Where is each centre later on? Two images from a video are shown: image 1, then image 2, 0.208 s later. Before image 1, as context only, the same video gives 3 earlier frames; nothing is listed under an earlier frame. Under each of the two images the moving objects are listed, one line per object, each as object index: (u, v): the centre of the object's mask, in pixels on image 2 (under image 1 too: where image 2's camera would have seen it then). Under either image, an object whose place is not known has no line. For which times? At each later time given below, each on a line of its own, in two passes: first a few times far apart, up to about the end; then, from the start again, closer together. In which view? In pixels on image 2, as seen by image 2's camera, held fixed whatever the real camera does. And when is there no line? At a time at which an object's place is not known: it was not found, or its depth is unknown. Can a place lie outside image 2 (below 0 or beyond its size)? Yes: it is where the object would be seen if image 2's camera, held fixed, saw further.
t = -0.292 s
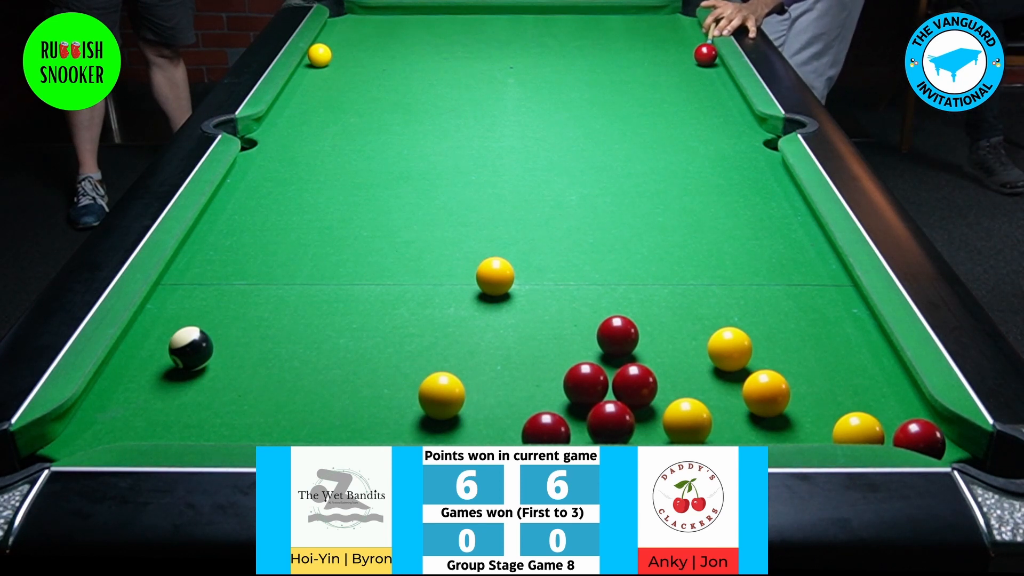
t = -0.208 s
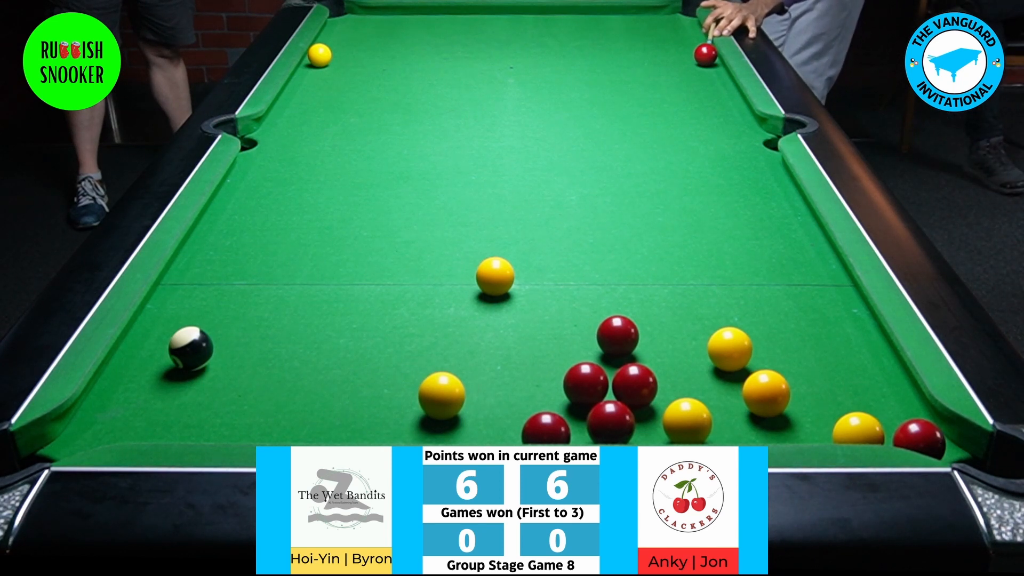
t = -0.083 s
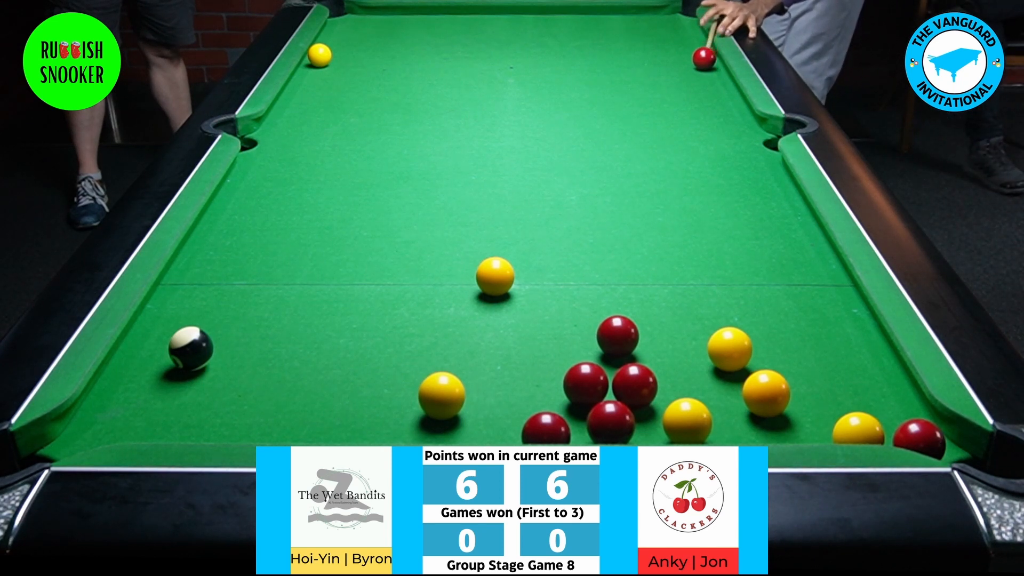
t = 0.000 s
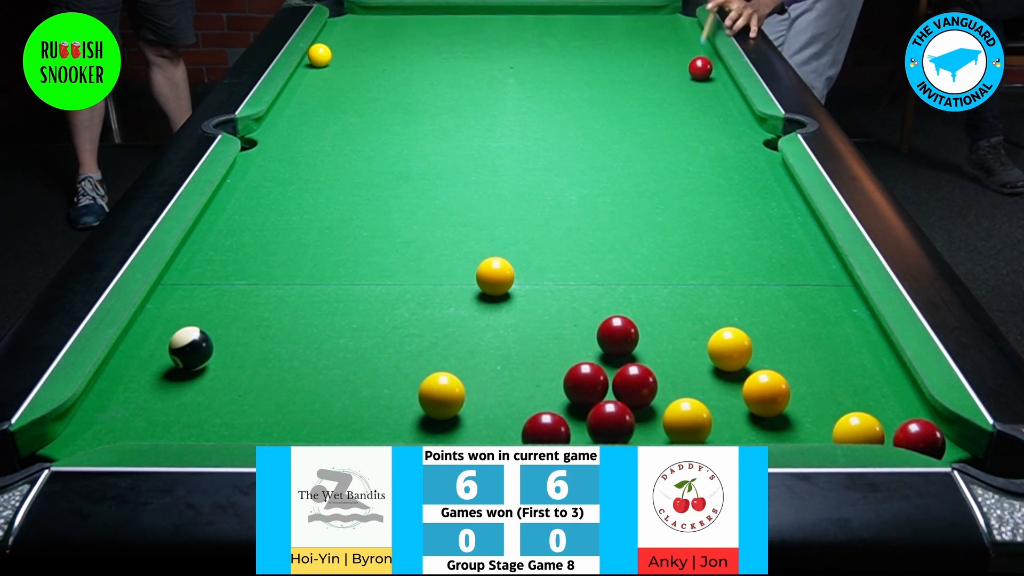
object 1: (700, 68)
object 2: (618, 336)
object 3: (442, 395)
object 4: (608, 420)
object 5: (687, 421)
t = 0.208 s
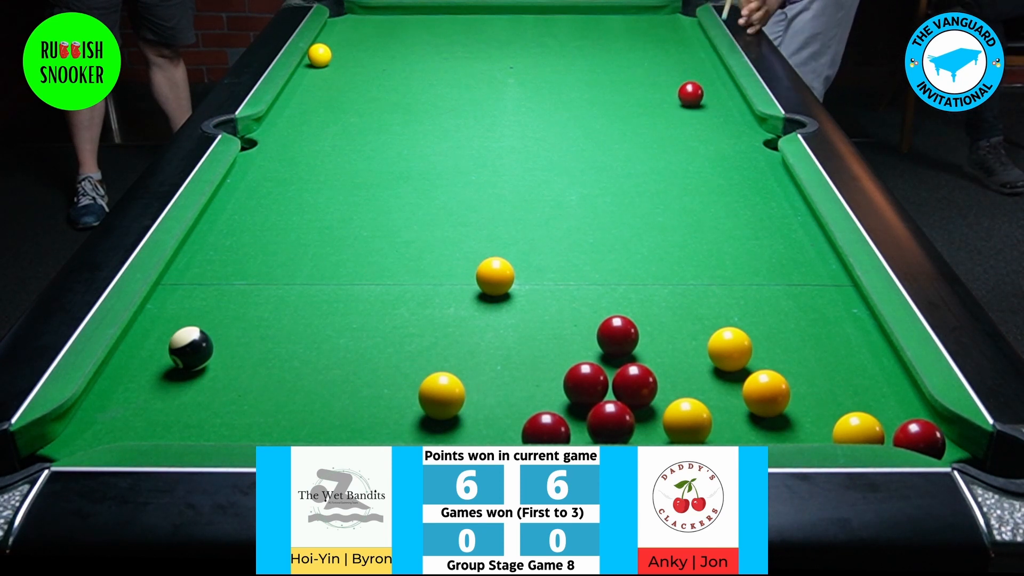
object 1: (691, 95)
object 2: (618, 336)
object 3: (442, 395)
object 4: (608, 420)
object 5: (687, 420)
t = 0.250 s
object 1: (689, 100)
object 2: (618, 336)
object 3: (442, 395)
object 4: (608, 420)
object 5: (687, 420)
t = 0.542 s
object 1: (673, 141)
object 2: (618, 336)
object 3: (442, 395)
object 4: (608, 420)
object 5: (687, 420)
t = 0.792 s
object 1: (658, 180)
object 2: (618, 336)
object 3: (442, 395)
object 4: (608, 420)
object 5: (687, 421)
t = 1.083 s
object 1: (636, 237)
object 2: (618, 336)
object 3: (442, 395)
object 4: (608, 420)
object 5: (687, 421)
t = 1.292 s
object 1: (618, 280)
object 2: (618, 336)
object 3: (442, 395)
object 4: (609, 420)
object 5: (687, 421)
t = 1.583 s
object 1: (572, 326)
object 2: (633, 356)
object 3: (442, 395)
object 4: (609, 420)
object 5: (687, 421)
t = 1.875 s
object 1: (517, 351)
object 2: (653, 370)
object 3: (442, 395)
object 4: (600, 428)
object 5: (695, 423)
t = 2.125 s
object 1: (471, 371)
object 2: (667, 378)
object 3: (441, 396)
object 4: (594, 428)
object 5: (707, 426)
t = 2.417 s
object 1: (448, 374)
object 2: (675, 384)
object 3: (416, 415)
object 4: (593, 426)
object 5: (712, 426)
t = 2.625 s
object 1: (437, 376)
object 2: (678, 385)
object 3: (400, 425)
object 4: (593, 426)
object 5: (711, 426)
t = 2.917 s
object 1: (430, 376)
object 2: (677, 385)
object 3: (387, 428)
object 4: (593, 426)
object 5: (711, 426)
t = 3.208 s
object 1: (430, 376)
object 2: (676, 385)
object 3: (385, 425)
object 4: (593, 426)
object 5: (711, 426)
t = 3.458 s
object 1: (430, 376)
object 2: (676, 385)
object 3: (388, 424)
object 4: (593, 426)
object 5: (711, 426)
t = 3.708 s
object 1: (430, 376)
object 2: (676, 385)
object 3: (390, 424)
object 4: (593, 426)
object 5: (711, 426)
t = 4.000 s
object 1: (430, 377)
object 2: (676, 385)
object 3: (390, 424)
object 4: (593, 426)
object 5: (711, 426)
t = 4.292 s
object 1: (430, 377)
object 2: (676, 385)
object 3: (390, 424)
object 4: (593, 426)
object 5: (711, 426)
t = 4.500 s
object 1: (430, 376)
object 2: (676, 385)
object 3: (390, 424)
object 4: (593, 426)
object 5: (711, 426)
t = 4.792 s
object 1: (430, 376)
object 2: (676, 385)
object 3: (390, 424)
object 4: (593, 426)
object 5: (711, 426)
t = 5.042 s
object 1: (430, 376)
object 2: (676, 385)
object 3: (390, 424)
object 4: (593, 426)
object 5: (711, 426)
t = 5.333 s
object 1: (430, 376)
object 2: (676, 385)
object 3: (390, 424)
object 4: (593, 426)
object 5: (711, 426)
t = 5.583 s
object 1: (430, 376)
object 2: (676, 385)
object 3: (390, 424)
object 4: (593, 426)
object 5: (711, 426)
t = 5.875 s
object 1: (430, 376)
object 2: (676, 385)
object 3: (390, 424)
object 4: (593, 426)
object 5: (711, 426)
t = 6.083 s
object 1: (430, 376)
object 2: (676, 385)
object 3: (390, 424)
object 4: (593, 426)
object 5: (711, 426)
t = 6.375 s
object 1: (430, 376)
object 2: (676, 385)
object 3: (390, 424)
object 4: (593, 426)
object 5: (711, 426)
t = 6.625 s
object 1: (430, 376)
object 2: (676, 385)
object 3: (390, 424)
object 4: (593, 426)
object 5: (711, 426)
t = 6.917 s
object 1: (430, 376)
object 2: (676, 385)
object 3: (390, 424)
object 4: (593, 426)
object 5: (711, 426)
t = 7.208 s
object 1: (430, 376)
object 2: (676, 385)
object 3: (390, 424)
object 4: (593, 426)
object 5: (711, 426)
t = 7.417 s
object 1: (430, 376)
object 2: (676, 385)
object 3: (390, 424)
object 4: (593, 426)
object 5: (711, 426)
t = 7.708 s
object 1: (430, 376)
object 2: (676, 385)
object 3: (390, 424)
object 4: (593, 426)
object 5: (711, 426)
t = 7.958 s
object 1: (430, 376)
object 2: (676, 385)
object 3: (390, 424)
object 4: (593, 426)
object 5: (711, 426)
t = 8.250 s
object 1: (430, 376)
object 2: (676, 385)
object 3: (390, 424)
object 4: (593, 426)
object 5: (711, 426)
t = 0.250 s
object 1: (689, 100)
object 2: (618, 336)
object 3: (442, 395)
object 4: (608, 420)
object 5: (687, 420)
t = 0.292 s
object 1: (687, 105)
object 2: (618, 336)
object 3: (442, 395)
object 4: (608, 420)
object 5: (687, 420)
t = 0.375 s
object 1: (683, 116)
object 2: (618, 336)
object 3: (442, 395)
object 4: (608, 420)
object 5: (687, 420)
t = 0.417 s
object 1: (681, 121)
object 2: (618, 336)
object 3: (442, 395)
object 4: (608, 420)
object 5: (687, 420)
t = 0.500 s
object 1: (676, 132)
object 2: (618, 336)
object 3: (442, 395)
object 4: (608, 420)
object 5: (687, 420)
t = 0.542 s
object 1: (673, 141)
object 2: (618, 336)
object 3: (442, 395)
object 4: (608, 420)
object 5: (687, 420)
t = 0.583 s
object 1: (671, 147)
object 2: (618, 336)
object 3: (442, 395)
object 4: (608, 420)
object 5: (687, 420)
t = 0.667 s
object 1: (666, 160)
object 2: (618, 336)
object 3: (442, 395)
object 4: (608, 420)
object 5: (687, 420)
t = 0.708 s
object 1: (663, 166)
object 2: (618, 336)
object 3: (442, 395)
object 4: (608, 420)
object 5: (687, 421)
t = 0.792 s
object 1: (658, 180)
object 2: (618, 336)
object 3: (442, 395)
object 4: (608, 420)
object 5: (687, 421)
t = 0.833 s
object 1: (655, 187)
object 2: (618, 336)
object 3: (442, 395)
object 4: (608, 420)
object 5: (687, 421)
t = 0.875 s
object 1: (652, 194)
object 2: (618, 336)
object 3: (442, 395)
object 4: (609, 420)
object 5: (687, 421)
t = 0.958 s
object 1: (647, 209)
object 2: (618, 336)
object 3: (442, 395)
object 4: (608, 420)
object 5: (687, 421)
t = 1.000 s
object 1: (644, 217)
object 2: (618, 336)
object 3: (442, 395)
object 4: (608, 420)
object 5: (687, 421)
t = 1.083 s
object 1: (636, 237)
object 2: (618, 336)
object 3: (442, 395)
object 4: (608, 420)
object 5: (687, 421)
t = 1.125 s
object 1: (632, 246)
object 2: (618, 336)
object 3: (442, 395)
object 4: (609, 420)
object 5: (687, 421)
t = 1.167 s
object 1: (629, 254)
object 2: (618, 336)
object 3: (442, 395)
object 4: (609, 420)
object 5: (687, 421)
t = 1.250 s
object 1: (622, 272)
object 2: (618, 336)
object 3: (442, 395)
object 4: (609, 420)
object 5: (687, 421)
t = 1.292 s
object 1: (618, 280)
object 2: (618, 336)
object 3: (442, 395)
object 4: (609, 420)
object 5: (687, 421)
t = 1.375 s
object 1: (611, 298)
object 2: (618, 336)
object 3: (442, 395)
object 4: (608, 420)
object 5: (687, 421)
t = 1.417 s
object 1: (605, 305)
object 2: (618, 336)
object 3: (442, 395)
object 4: (608, 420)
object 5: (687, 421)
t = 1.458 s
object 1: (599, 312)
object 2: (619, 339)
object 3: (442, 395)
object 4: (608, 420)
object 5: (687, 421)
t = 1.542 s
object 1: (580, 324)
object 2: (630, 353)
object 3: (442, 395)
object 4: (609, 420)
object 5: (687, 421)
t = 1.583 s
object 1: (572, 326)
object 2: (633, 356)
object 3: (442, 395)
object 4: (609, 420)
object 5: (687, 421)
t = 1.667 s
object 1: (557, 333)
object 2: (640, 362)
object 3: (442, 395)
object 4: (608, 420)
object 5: (687, 421)
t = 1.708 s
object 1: (549, 338)
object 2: (642, 364)
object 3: (442, 395)
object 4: (608, 423)
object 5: (687, 421)
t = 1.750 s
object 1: (541, 340)
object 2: (645, 366)
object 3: (442, 395)
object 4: (606, 424)
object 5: (687, 421)
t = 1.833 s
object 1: (525, 347)
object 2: (651, 369)
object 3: (442, 395)
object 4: (602, 427)
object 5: (693, 422)
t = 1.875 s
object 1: (517, 351)
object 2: (653, 370)
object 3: (442, 395)
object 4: (600, 428)
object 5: (695, 423)
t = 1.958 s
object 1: (502, 358)
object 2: (658, 373)
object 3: (442, 395)
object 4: (596, 430)
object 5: (699, 424)
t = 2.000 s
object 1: (494, 362)
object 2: (660, 374)
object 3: (442, 395)
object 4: (595, 430)
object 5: (701, 425)
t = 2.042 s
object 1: (483, 366)
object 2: (663, 376)
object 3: (442, 395)
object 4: (595, 429)
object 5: (704, 425)
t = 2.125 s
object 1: (471, 371)
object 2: (667, 378)
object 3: (441, 396)
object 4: (594, 428)
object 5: (707, 426)
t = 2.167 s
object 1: (467, 372)
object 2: (668, 379)
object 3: (437, 399)
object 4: (593, 428)
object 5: (708, 426)
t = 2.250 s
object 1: (459, 373)
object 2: (671, 381)
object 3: (429, 405)
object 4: (593, 427)
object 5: (710, 426)
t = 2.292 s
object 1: (456, 374)
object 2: (672, 382)
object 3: (426, 407)
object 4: (593, 427)
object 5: (711, 426)
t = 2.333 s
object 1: (453, 374)
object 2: (673, 382)
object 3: (422, 410)
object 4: (593, 426)
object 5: (712, 426)
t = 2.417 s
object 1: (448, 374)
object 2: (675, 384)
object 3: (416, 415)
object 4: (593, 426)
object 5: (712, 426)
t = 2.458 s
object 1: (446, 375)
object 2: (676, 384)
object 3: (413, 418)
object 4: (593, 426)
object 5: (712, 426)
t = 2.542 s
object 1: (441, 376)
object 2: (677, 385)
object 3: (405, 423)
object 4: (593, 426)
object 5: (712, 426)
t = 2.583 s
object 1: (439, 376)
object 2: (678, 385)
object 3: (402, 424)
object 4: (593, 426)
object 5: (712, 426)
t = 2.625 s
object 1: (437, 376)
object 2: (678, 385)
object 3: (400, 425)
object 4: (593, 426)
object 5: (711, 426)
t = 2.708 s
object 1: (434, 376)
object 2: (678, 385)
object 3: (395, 427)
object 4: (593, 426)
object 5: (711, 426)
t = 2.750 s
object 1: (433, 376)
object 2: (677, 385)
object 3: (393, 429)
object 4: (593, 426)
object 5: (711, 426)
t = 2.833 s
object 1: (431, 376)
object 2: (677, 385)
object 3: (389, 429)
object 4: (593, 426)
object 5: (711, 426)
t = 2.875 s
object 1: (430, 376)
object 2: (677, 385)
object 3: (388, 429)
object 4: (593, 426)
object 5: (711, 426)
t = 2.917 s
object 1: (430, 376)
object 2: (677, 385)
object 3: (387, 428)
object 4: (593, 426)
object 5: (711, 426)
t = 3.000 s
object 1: (429, 376)
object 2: (676, 385)
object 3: (386, 427)
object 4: (593, 426)
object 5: (711, 426)
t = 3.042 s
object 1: (429, 376)
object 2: (676, 385)
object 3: (385, 427)
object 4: (593, 426)
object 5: (711, 426)
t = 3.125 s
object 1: (429, 376)
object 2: (676, 385)
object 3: (385, 426)
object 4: (593, 426)
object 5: (711, 426)
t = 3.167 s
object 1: (430, 376)
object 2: (676, 385)
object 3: (385, 426)
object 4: (593, 426)
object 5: (711, 426)
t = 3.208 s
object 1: (430, 376)
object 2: (676, 385)
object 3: (385, 425)
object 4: (593, 426)
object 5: (711, 426)
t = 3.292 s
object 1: (430, 376)
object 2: (676, 385)
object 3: (386, 425)
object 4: (593, 426)
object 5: (711, 426)
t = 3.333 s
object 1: (430, 376)
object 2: (676, 385)
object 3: (386, 425)
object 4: (593, 426)
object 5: (711, 426)
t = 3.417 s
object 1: (430, 376)
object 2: (676, 385)
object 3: (387, 424)
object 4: (593, 426)
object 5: (711, 426)
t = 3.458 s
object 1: (430, 376)
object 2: (676, 385)
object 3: (388, 424)
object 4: (593, 426)
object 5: (711, 426)
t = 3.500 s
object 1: (430, 376)
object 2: (676, 385)
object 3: (389, 424)
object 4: (593, 426)
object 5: (711, 426)
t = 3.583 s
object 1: (430, 376)
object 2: (676, 385)
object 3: (390, 424)
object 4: (593, 426)
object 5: (711, 426)
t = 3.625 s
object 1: (430, 376)
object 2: (676, 385)
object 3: (390, 424)
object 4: (593, 426)
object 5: (711, 426)
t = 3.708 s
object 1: (430, 376)
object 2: (676, 385)
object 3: (390, 424)
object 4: (593, 426)
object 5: (711, 426)
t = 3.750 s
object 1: (430, 376)
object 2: (676, 385)
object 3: (390, 424)
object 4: (593, 426)
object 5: (711, 426)
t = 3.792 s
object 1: (430, 377)
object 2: (676, 385)
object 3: (390, 424)
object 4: (593, 426)
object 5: (711, 426)
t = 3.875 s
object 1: (430, 377)
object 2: (676, 385)
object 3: (390, 424)
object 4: (593, 426)
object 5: (711, 426)
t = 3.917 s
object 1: (430, 377)
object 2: (676, 385)
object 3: (390, 424)
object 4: (593, 426)
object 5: (711, 426)
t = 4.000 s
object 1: (430, 377)
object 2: (676, 385)
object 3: (390, 424)
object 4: (593, 426)
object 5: (711, 426)
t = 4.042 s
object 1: (430, 377)
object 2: (676, 385)
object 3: (390, 424)
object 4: (593, 426)
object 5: (711, 426)
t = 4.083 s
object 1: (430, 377)
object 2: (676, 385)
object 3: (390, 424)
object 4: (593, 426)
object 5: (711, 426)
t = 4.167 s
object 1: (430, 377)
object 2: (676, 385)
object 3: (390, 424)
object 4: (593, 426)
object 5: (711, 426)
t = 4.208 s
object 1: (430, 377)
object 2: (676, 385)
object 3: (390, 424)
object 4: (593, 426)
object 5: (711, 426)
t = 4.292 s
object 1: (430, 377)
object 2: (676, 385)
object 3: (390, 424)
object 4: (593, 426)
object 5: (711, 426)
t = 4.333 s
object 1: (430, 376)
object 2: (676, 385)
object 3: (390, 424)
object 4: (593, 426)
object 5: (711, 426)
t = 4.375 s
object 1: (430, 377)
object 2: (676, 385)
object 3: (390, 424)
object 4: (593, 426)
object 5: (711, 426)
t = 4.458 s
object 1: (430, 377)
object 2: (676, 385)
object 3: (390, 424)
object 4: (593, 426)
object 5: (711, 426)
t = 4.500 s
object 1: (430, 376)
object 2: (676, 385)
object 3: (390, 424)
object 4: (593, 426)
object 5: (711, 426)
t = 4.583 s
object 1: (430, 376)
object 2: (676, 385)
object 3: (390, 424)
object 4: (593, 426)
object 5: (711, 426)
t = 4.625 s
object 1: (430, 376)
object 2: (676, 385)
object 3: (390, 424)
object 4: (593, 426)
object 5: (711, 426)
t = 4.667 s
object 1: (430, 376)
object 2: (676, 385)
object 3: (390, 424)
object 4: (593, 426)
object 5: (711, 426)
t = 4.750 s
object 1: (430, 376)
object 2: (676, 385)
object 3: (390, 424)
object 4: (593, 426)
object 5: (711, 426)
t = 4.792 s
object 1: (430, 376)
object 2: (676, 385)
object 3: (390, 424)
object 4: (593, 426)
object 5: (711, 426)
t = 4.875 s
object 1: (430, 376)
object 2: (676, 385)
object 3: (390, 424)
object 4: (593, 426)
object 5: (711, 426)
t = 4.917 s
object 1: (430, 376)
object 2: (676, 385)
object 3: (390, 424)
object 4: (593, 426)
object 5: (711, 426)
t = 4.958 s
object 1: (430, 376)
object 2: (676, 385)
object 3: (390, 424)
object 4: (593, 426)
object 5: (711, 426)
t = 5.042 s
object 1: (430, 376)
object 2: (676, 385)
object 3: (390, 424)
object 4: (593, 426)
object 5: (711, 426)
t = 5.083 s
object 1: (430, 376)
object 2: (676, 385)
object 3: (390, 424)
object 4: (593, 426)
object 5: (711, 426)
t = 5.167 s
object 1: (430, 376)
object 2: (676, 385)
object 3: (390, 424)
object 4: (593, 426)
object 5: (711, 426)
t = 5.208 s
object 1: (430, 376)
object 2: (676, 385)
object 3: (390, 424)
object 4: (593, 426)
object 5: (711, 426)
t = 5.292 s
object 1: (430, 377)
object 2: (676, 385)
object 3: (390, 424)
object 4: (593, 426)
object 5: (711, 426)
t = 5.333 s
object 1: (430, 376)
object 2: (676, 385)
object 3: (390, 424)
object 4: (593, 426)
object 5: (711, 426)
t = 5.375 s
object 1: (430, 376)
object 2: (676, 385)
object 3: (390, 424)
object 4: (593, 426)
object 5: (711, 426)
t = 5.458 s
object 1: (430, 376)
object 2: (676, 385)
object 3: (390, 424)
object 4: (593, 426)
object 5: (711, 426)
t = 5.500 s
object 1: (430, 376)
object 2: (676, 385)
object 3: (390, 424)
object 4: (593, 426)
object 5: (711, 426)
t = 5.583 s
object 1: (430, 376)
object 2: (676, 385)
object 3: (390, 424)
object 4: (593, 426)
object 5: (711, 426)
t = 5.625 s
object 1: (430, 376)
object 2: (676, 385)
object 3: (390, 424)
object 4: (593, 426)
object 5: (711, 426)
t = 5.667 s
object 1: (430, 376)
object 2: (676, 385)
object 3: (390, 424)
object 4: (593, 426)
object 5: (711, 426)
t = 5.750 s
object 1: (430, 376)
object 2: (676, 385)
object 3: (390, 424)
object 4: (593, 426)
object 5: (711, 426)
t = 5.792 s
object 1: (430, 376)
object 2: (676, 385)
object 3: (390, 424)
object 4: (593, 426)
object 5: (711, 426)
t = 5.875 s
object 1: (430, 376)
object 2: (676, 385)
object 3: (390, 424)
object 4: (593, 426)
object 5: (711, 426)
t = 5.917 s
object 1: (430, 376)
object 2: (676, 385)
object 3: (390, 424)
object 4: (593, 426)
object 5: (711, 426)
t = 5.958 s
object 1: (430, 376)
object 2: (676, 385)
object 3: (390, 424)
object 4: (593, 426)
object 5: (711, 426)
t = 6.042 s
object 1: (430, 376)
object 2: (676, 385)
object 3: (390, 424)
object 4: (593, 426)
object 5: (711, 426)
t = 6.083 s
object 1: (430, 376)
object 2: (676, 385)
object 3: (390, 424)
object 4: (593, 426)
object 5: (711, 426)
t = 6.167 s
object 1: (430, 376)
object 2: (676, 385)
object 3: (390, 424)
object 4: (593, 426)
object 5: (711, 426)
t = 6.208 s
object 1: (430, 376)
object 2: (676, 385)
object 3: (390, 424)
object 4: (593, 426)
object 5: (711, 426)
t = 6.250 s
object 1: (430, 376)
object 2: (676, 385)
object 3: (390, 424)
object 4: (593, 426)
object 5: (711, 426)
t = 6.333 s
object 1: (430, 376)
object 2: (676, 385)
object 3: (390, 424)
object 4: (593, 426)
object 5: (711, 426)
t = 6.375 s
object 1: (430, 376)
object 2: (676, 385)
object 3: (390, 424)
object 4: (593, 426)
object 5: (711, 426)
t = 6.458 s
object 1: (430, 376)
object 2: (676, 385)
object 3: (390, 424)
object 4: (593, 426)
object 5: (711, 426)
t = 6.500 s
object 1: (430, 376)
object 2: (676, 385)
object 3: (390, 424)
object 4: (593, 426)
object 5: (711, 426)
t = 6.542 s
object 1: (430, 376)
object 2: (676, 385)
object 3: (390, 424)
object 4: (593, 426)
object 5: (711, 426)
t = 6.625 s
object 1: (430, 376)
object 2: (676, 385)
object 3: (390, 424)
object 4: (593, 426)
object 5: (711, 426)
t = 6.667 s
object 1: (430, 376)
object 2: (676, 385)
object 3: (390, 424)
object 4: (593, 426)
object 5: (711, 426)
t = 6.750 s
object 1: (430, 376)
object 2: (676, 385)
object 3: (390, 424)
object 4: (593, 426)
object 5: (711, 426)
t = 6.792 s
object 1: (430, 376)
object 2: (676, 385)
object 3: (390, 424)
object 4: (593, 426)
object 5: (711, 426)
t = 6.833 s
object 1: (430, 376)
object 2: (676, 385)
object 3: (390, 424)
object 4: (593, 426)
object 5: (711, 426)
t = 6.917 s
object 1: (430, 376)
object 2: (676, 385)
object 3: (390, 424)
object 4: (593, 426)
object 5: (711, 426)
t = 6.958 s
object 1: (430, 376)
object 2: (676, 385)
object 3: (390, 424)
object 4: (593, 426)
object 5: (711, 426)
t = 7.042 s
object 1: (430, 376)
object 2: (676, 385)
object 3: (390, 424)
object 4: (593, 426)
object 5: (711, 426)
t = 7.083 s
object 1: (430, 376)
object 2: (676, 385)
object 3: (390, 424)
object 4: (593, 426)
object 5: (711, 426)
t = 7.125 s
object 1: (430, 376)
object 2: (676, 385)
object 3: (390, 424)
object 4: (593, 426)
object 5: (711, 426)
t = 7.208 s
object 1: (430, 376)
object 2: (676, 385)
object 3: (390, 424)
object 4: (593, 426)
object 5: (711, 426)
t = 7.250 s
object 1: (430, 376)
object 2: (676, 385)
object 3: (390, 424)
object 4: (593, 426)
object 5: (711, 426)
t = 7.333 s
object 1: (430, 376)
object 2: (676, 385)
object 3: (390, 424)
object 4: (593, 426)
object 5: (711, 426)
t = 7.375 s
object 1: (430, 376)
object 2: (676, 385)
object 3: (390, 424)
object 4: (593, 426)
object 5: (711, 426)
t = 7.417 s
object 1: (430, 376)
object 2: (676, 385)
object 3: (390, 424)
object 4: (593, 426)
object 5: (711, 426)
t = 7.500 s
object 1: (430, 376)
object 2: (676, 385)
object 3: (390, 424)
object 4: (593, 426)
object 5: (711, 426)
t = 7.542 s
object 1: (430, 376)
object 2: (676, 385)
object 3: (390, 424)
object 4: (593, 426)
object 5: (711, 426)
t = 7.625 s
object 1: (430, 376)
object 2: (676, 385)
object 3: (390, 424)
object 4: (593, 426)
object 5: (711, 426)
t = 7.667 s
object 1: (430, 376)
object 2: (676, 385)
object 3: (390, 424)
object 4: (593, 426)
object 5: (711, 426)
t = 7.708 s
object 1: (430, 376)
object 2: (676, 385)
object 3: (390, 424)
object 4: (593, 426)
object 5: (711, 426)
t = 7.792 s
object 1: (430, 376)
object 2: (676, 385)
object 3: (390, 424)
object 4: (593, 426)
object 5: (711, 426)
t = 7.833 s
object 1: (430, 376)
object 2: (676, 385)
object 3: (390, 424)
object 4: (593, 426)
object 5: (711, 426)
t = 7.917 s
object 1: (430, 376)
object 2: (676, 385)
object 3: (390, 424)
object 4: (593, 426)
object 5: (711, 426)
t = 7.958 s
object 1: (430, 376)
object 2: (676, 385)
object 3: (390, 424)
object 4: (593, 426)
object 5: (711, 426)
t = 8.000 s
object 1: (430, 376)
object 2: (676, 385)
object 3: (390, 424)
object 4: (593, 426)
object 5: (711, 426)
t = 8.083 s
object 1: (430, 376)
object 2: (676, 385)
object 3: (390, 424)
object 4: (593, 426)
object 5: (711, 426)
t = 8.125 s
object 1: (430, 376)
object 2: (676, 385)
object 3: (390, 424)
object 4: (593, 426)
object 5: (711, 426)
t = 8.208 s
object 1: (430, 376)
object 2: (676, 385)
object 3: (390, 424)
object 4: (593, 426)
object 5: (711, 426)
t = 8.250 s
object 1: (430, 376)
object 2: (676, 385)
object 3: (390, 424)
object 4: (593, 426)
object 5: (711, 426)
